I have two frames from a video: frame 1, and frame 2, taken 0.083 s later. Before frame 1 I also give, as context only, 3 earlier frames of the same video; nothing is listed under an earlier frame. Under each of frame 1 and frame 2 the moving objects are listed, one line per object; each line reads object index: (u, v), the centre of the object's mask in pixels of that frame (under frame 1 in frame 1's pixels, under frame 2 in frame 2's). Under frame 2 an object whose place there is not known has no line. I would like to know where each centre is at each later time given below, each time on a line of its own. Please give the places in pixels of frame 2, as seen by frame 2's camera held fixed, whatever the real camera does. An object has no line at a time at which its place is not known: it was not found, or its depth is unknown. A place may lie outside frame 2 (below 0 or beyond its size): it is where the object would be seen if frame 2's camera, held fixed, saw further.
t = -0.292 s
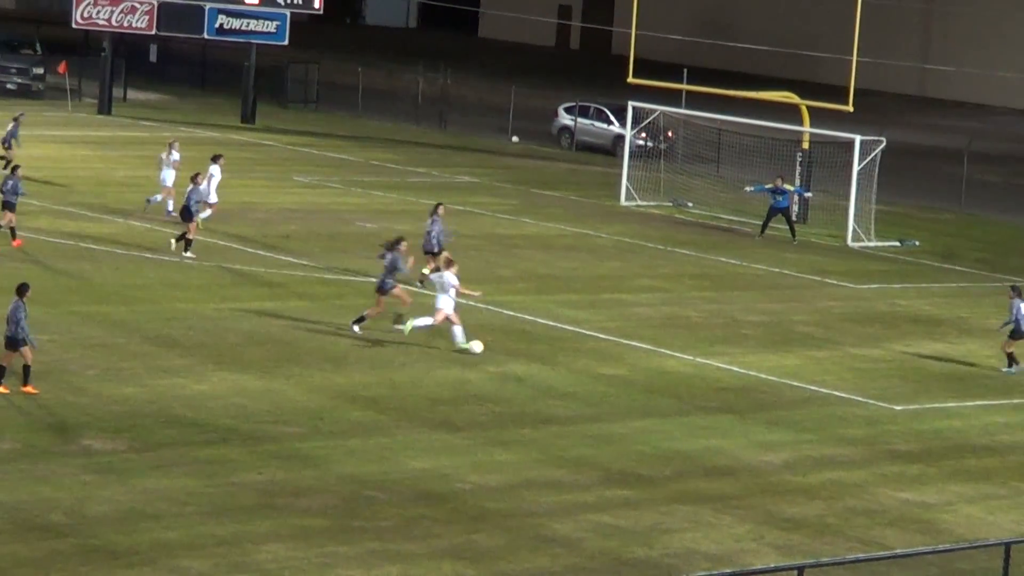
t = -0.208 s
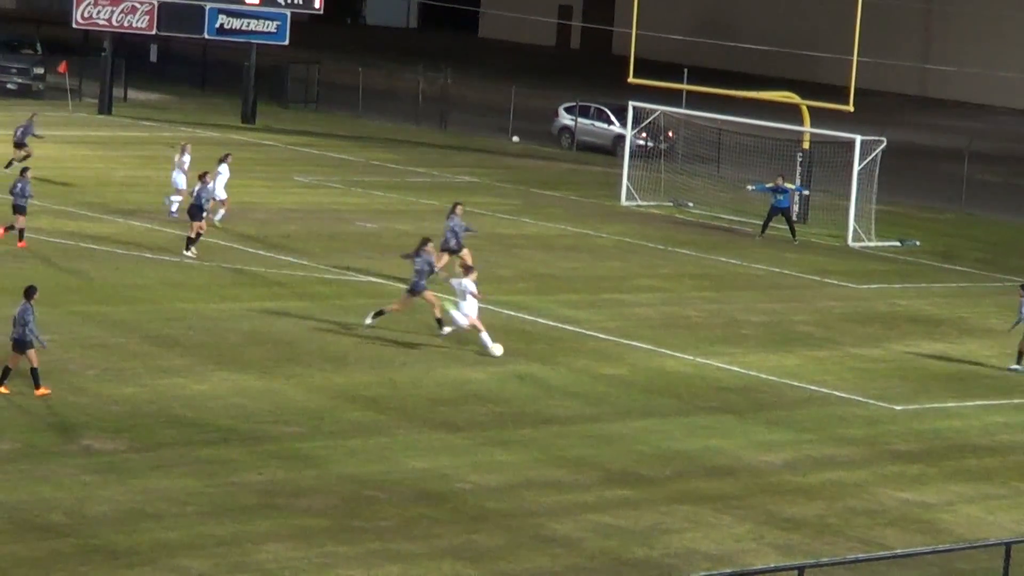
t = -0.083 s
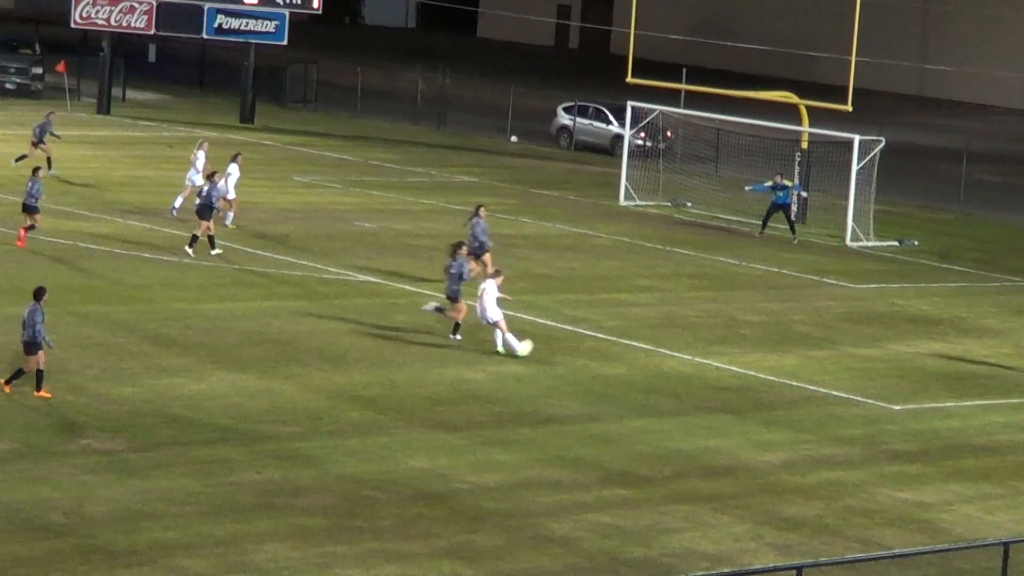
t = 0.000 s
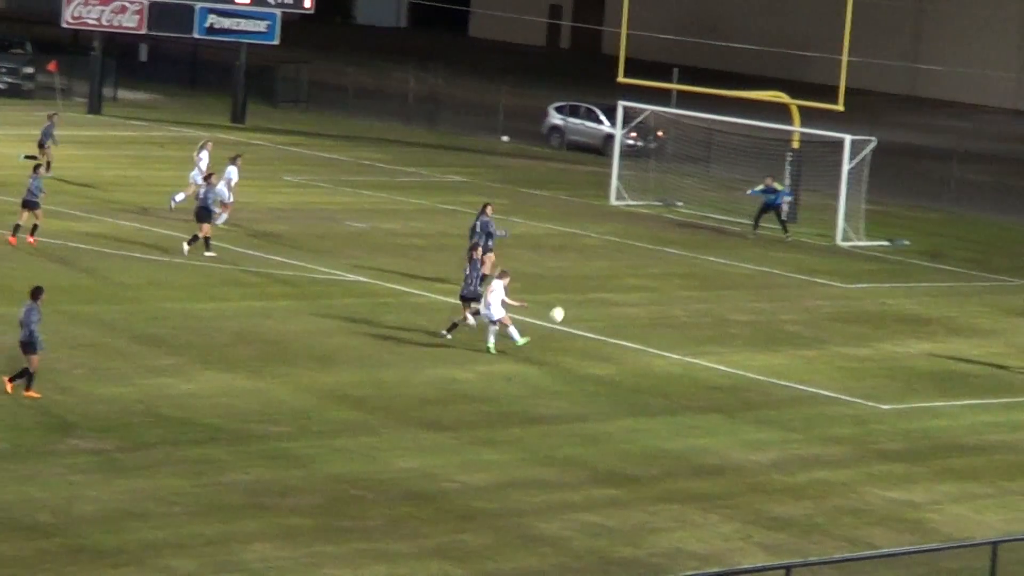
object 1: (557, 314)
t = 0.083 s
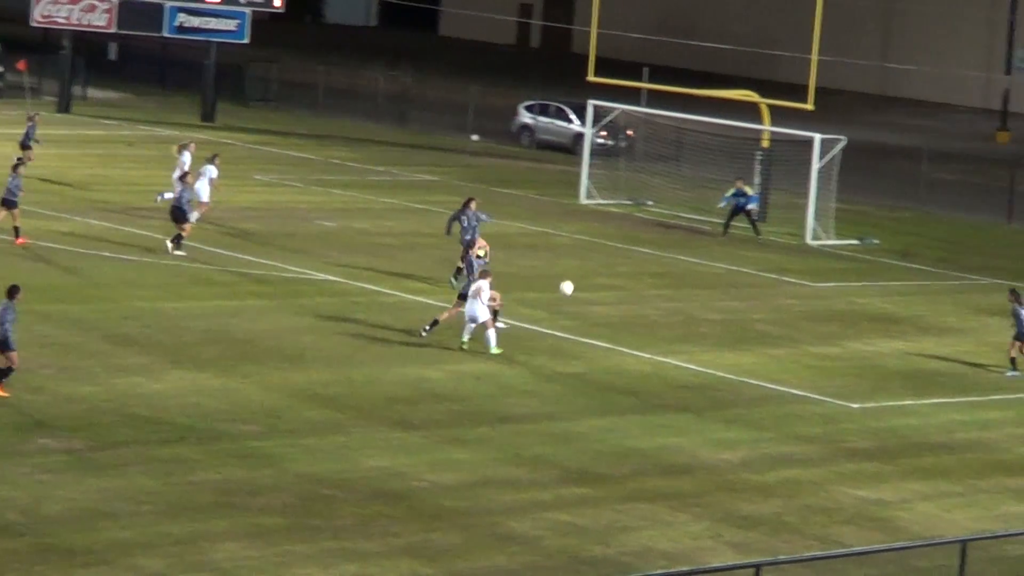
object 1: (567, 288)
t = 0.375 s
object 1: (676, 240)
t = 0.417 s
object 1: (685, 239)
